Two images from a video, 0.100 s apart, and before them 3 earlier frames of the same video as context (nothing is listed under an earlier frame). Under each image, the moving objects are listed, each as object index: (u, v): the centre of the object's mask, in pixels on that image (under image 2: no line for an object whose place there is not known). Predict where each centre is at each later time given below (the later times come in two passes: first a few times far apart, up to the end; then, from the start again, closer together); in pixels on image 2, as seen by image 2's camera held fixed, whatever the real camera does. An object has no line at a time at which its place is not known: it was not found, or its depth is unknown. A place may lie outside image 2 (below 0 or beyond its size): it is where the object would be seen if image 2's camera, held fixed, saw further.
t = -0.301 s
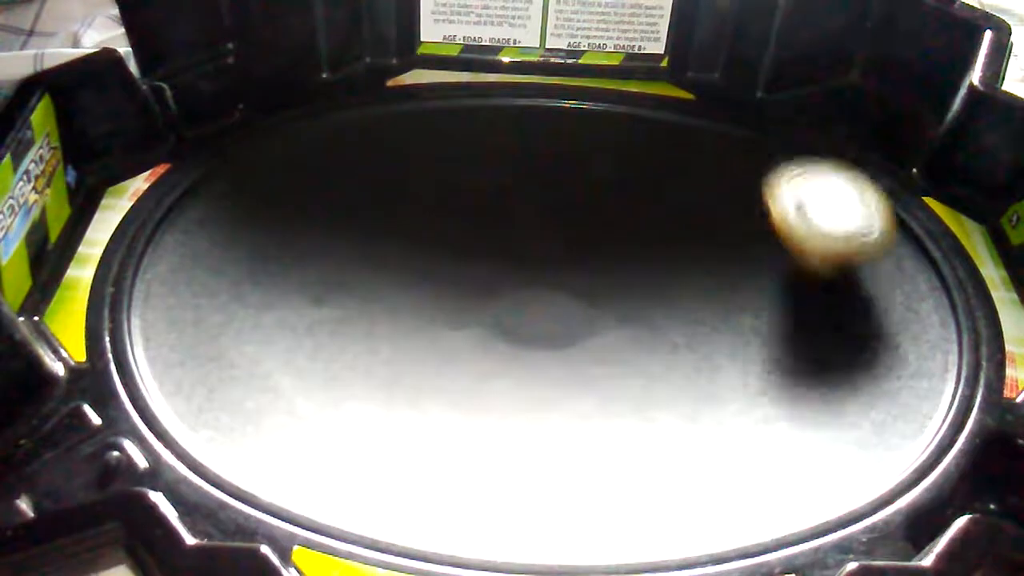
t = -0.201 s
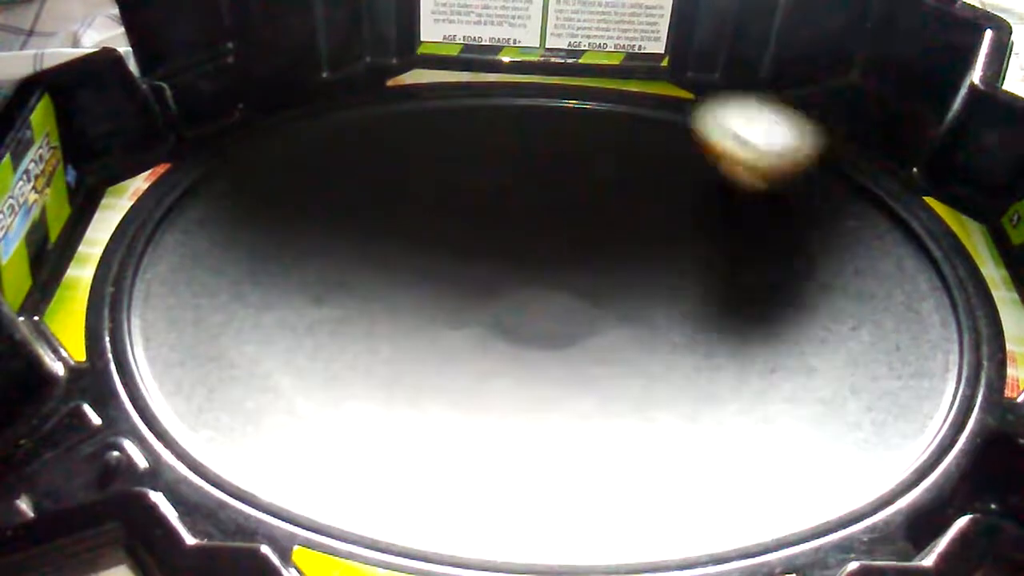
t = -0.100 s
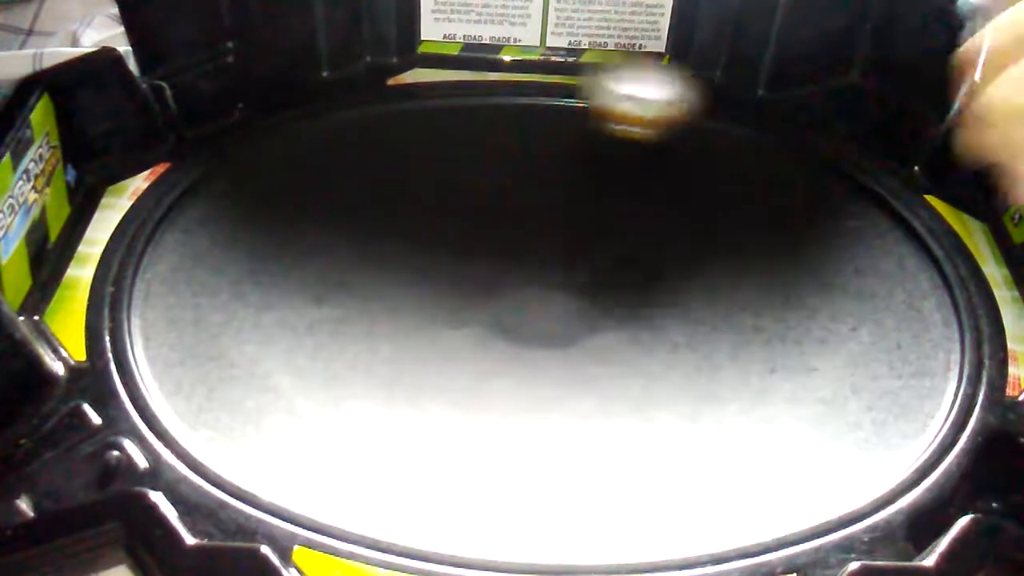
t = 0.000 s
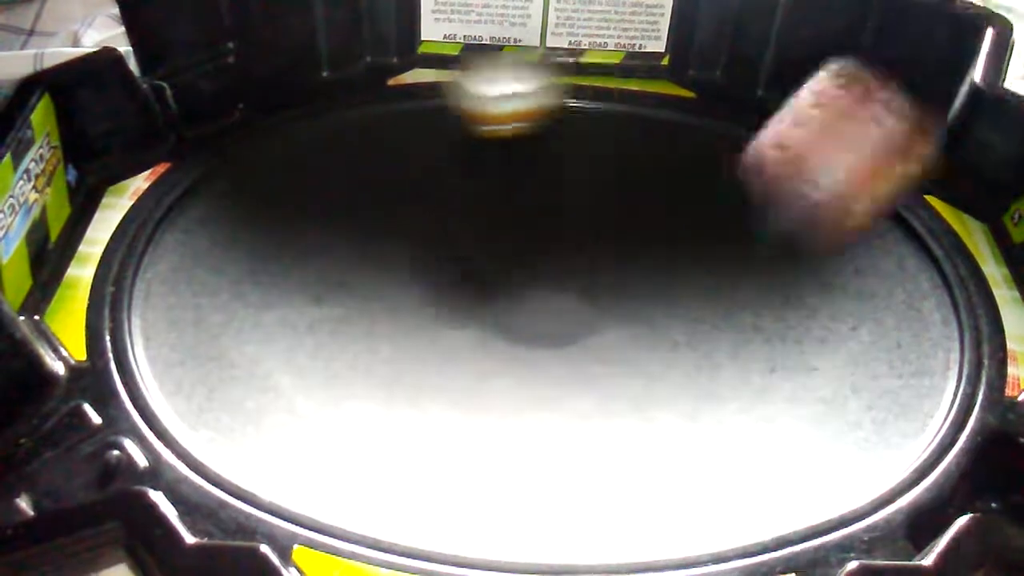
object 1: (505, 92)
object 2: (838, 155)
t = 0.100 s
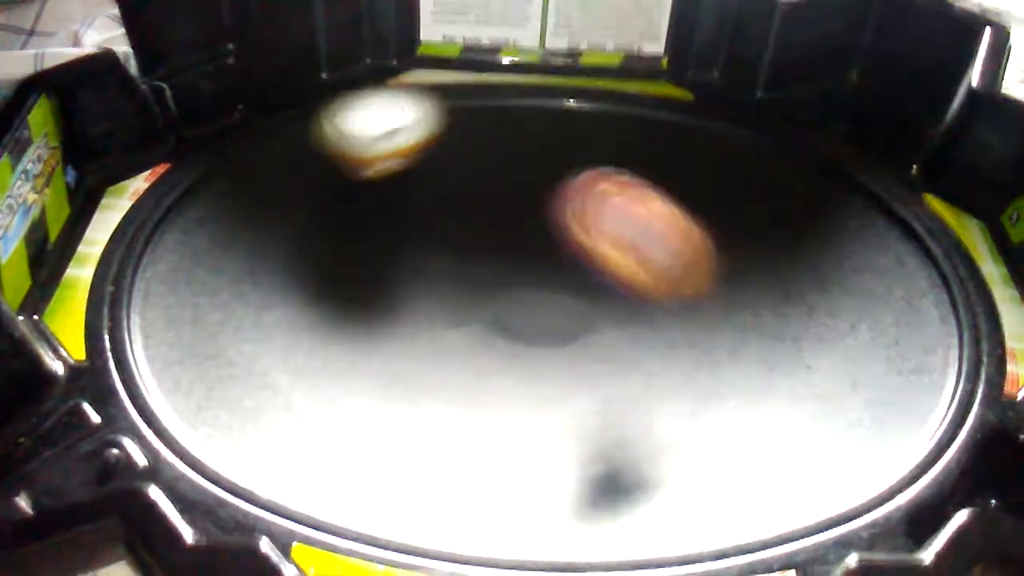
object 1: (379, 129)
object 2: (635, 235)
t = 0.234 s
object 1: (258, 223)
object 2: (402, 236)
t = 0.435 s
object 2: (508, 291)
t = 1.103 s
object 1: (668, 283)
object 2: (748, 119)
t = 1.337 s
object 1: (519, 207)
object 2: (629, 143)
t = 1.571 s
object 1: (375, 286)
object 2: (541, 288)
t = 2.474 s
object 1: (516, 238)
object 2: (653, 212)
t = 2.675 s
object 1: (362, 248)
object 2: (623, 268)
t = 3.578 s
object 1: (429, 227)
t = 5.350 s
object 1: (505, 246)
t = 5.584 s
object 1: (495, 252)
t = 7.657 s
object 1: (445, 248)
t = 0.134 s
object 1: (346, 149)
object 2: (574, 210)
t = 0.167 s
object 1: (317, 173)
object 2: (510, 203)
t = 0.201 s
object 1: (291, 200)
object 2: (447, 214)
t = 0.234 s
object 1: (258, 223)
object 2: (402, 236)
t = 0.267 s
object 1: (199, 234)
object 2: (411, 231)
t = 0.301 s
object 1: (144, 245)
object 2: (425, 235)
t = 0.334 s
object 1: (118, 257)
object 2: (439, 260)
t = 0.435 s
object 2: (508, 291)
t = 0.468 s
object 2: (536, 297)
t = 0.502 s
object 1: (145, 347)
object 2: (562, 289)
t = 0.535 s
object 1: (169, 364)
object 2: (586, 295)
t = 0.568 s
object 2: (610, 313)
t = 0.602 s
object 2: (638, 297)
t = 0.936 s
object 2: (741, 228)
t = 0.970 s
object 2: (749, 205)
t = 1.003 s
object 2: (754, 180)
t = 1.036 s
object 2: (755, 155)
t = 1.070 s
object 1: (677, 301)
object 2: (752, 137)
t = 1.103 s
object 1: (668, 283)
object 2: (748, 119)
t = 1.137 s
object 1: (655, 265)
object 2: (740, 102)
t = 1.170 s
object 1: (639, 248)
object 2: (727, 97)
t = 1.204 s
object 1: (620, 233)
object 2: (708, 104)
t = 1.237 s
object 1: (599, 221)
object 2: (689, 109)
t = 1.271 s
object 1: (575, 213)
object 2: (668, 118)
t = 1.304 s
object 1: (547, 208)
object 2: (648, 129)
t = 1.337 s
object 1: (519, 207)
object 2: (629, 143)
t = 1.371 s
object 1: (490, 210)
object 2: (612, 158)
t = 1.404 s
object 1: (463, 216)
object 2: (596, 177)
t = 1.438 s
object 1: (438, 225)
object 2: (583, 198)
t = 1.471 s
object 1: (417, 237)
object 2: (572, 219)
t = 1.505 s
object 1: (400, 251)
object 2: (561, 238)
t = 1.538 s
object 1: (386, 267)
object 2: (550, 264)
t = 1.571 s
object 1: (375, 286)
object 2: (541, 288)
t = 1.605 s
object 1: (372, 305)
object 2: (534, 318)
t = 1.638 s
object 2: (528, 343)
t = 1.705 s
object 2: (532, 382)
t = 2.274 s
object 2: (731, 273)
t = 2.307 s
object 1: (566, 254)
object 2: (725, 255)
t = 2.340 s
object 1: (559, 248)
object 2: (715, 240)
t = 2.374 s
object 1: (551, 244)
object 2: (702, 228)
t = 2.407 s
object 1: (540, 241)
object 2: (689, 218)
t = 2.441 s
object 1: (528, 238)
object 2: (672, 214)
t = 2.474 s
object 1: (516, 238)
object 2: (653, 212)
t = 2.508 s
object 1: (504, 238)
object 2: (631, 210)
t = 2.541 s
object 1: (480, 239)
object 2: (620, 217)
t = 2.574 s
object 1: (445, 237)
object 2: (624, 225)
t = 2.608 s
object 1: (412, 238)
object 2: (624, 237)
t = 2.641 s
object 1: (385, 242)
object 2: (622, 252)
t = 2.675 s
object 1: (362, 248)
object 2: (623, 268)
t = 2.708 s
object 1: (339, 256)
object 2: (621, 287)
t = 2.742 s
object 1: (323, 266)
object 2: (620, 308)
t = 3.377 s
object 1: (511, 248)
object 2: (613, 324)
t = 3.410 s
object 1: (496, 236)
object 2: (589, 325)
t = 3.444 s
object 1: (481, 227)
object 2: (562, 329)
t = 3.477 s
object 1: (465, 222)
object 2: (536, 334)
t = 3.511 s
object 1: (452, 221)
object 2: (514, 339)
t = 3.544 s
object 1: (440, 223)
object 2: (493, 346)
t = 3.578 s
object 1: (429, 227)
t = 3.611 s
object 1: (416, 232)
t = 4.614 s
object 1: (435, 247)
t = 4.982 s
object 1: (479, 259)
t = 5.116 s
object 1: (490, 251)
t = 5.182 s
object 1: (493, 242)
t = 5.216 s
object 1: (495, 241)
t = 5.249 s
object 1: (497, 240)
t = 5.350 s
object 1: (505, 246)
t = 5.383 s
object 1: (504, 247)
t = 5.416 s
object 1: (499, 244)
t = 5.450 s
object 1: (496, 243)
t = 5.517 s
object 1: (495, 246)
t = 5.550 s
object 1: (495, 249)
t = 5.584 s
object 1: (495, 252)
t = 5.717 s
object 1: (485, 254)
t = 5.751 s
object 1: (481, 254)
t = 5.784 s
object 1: (478, 255)
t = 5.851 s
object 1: (475, 261)
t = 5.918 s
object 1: (475, 268)
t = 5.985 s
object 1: (478, 276)
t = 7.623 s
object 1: (440, 247)
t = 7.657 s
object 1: (445, 248)
